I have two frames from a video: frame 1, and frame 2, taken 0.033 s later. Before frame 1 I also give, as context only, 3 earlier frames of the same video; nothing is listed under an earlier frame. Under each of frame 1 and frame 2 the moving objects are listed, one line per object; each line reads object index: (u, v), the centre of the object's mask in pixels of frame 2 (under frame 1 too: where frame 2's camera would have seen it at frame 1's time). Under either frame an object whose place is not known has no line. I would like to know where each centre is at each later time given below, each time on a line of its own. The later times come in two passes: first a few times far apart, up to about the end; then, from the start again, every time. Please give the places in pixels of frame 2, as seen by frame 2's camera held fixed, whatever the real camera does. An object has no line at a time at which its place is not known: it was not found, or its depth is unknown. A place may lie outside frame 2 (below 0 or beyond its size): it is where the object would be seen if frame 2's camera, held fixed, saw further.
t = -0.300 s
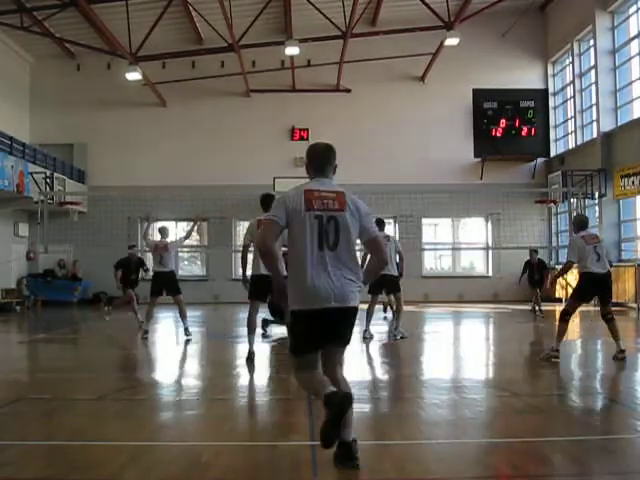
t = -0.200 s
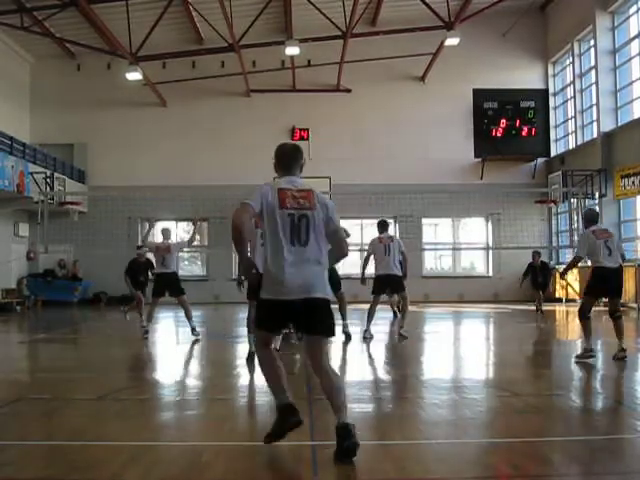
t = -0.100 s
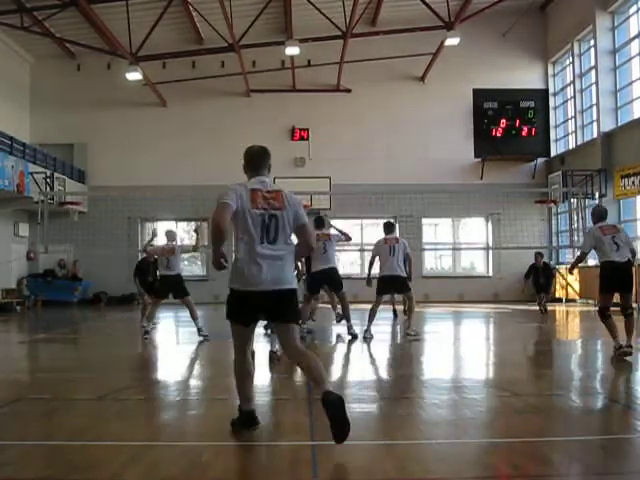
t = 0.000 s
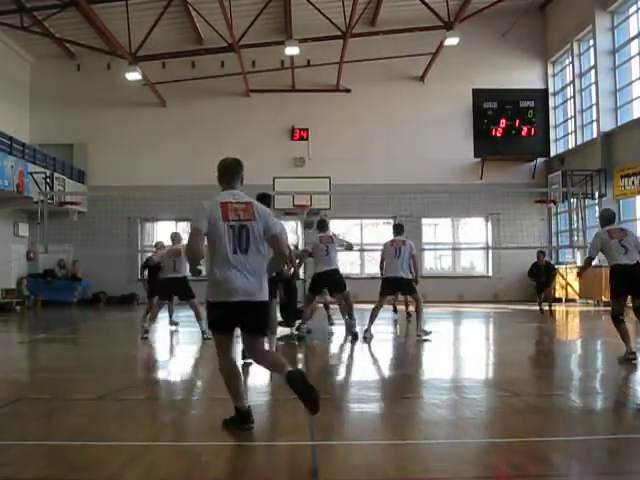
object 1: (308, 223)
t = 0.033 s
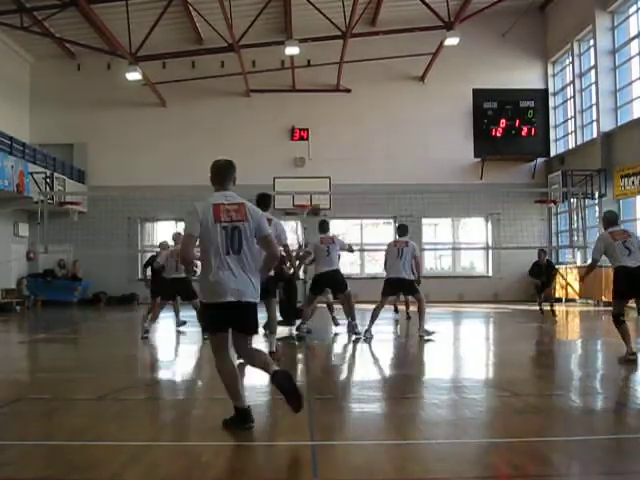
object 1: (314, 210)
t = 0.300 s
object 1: (369, 128)
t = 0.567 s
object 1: (420, 91)
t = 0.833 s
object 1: (470, 94)
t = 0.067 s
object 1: (322, 198)
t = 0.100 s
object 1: (329, 185)
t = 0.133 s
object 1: (336, 173)
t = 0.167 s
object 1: (342, 163)
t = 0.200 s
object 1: (349, 153)
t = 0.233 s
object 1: (355, 144)
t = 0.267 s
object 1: (362, 136)
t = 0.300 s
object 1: (369, 128)
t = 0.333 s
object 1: (375, 121)
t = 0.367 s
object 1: (381, 115)
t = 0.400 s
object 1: (388, 109)
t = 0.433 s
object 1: (394, 104)
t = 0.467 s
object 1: (401, 100)
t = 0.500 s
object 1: (407, 97)
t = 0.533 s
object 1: (414, 93)
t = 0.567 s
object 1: (420, 91)
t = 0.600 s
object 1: (426, 89)
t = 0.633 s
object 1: (432, 88)
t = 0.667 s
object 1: (439, 88)
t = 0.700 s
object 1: (444, 88)
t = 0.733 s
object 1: (451, 88)
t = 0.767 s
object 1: (457, 89)
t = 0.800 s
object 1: (463, 91)
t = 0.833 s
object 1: (470, 94)
